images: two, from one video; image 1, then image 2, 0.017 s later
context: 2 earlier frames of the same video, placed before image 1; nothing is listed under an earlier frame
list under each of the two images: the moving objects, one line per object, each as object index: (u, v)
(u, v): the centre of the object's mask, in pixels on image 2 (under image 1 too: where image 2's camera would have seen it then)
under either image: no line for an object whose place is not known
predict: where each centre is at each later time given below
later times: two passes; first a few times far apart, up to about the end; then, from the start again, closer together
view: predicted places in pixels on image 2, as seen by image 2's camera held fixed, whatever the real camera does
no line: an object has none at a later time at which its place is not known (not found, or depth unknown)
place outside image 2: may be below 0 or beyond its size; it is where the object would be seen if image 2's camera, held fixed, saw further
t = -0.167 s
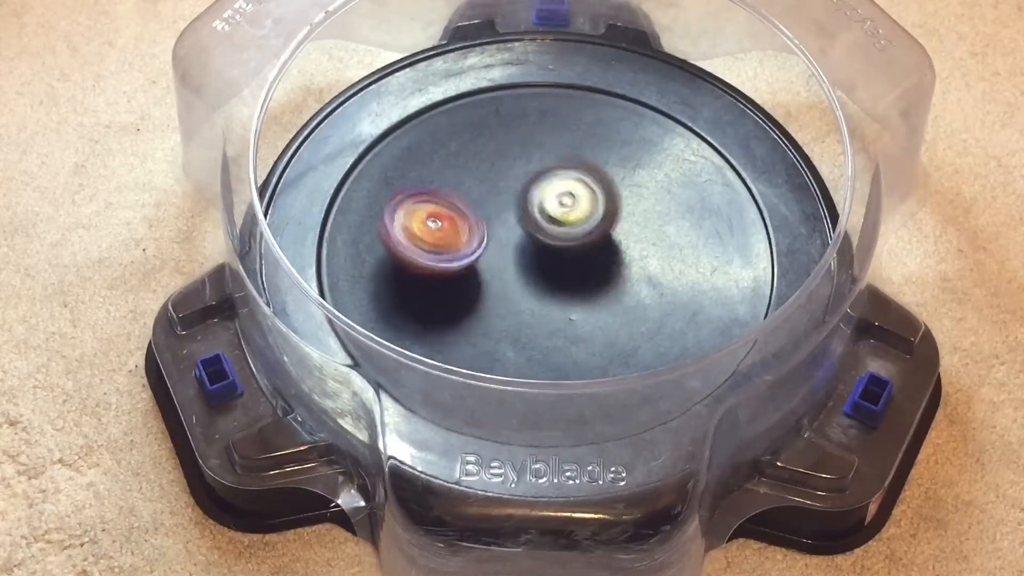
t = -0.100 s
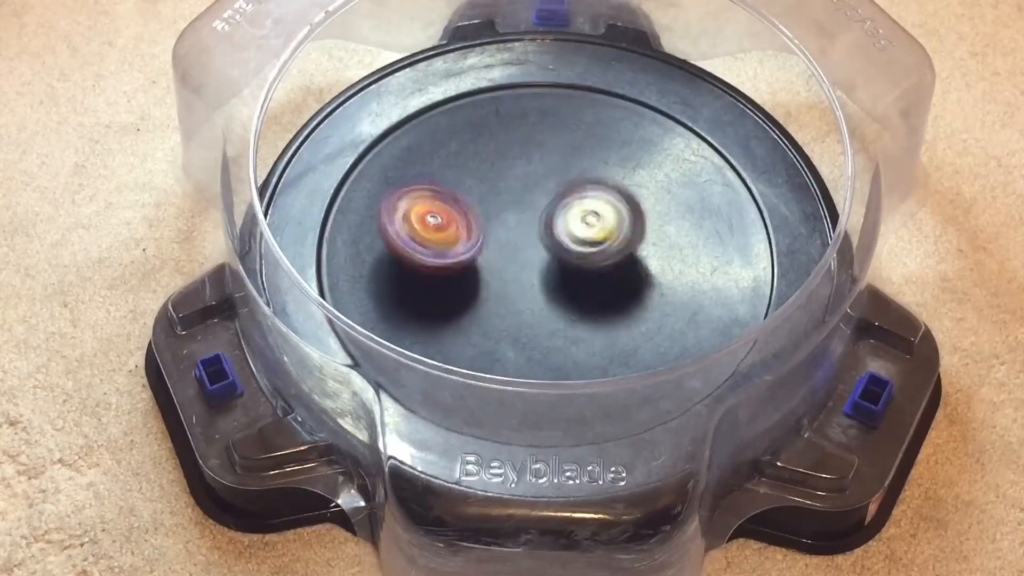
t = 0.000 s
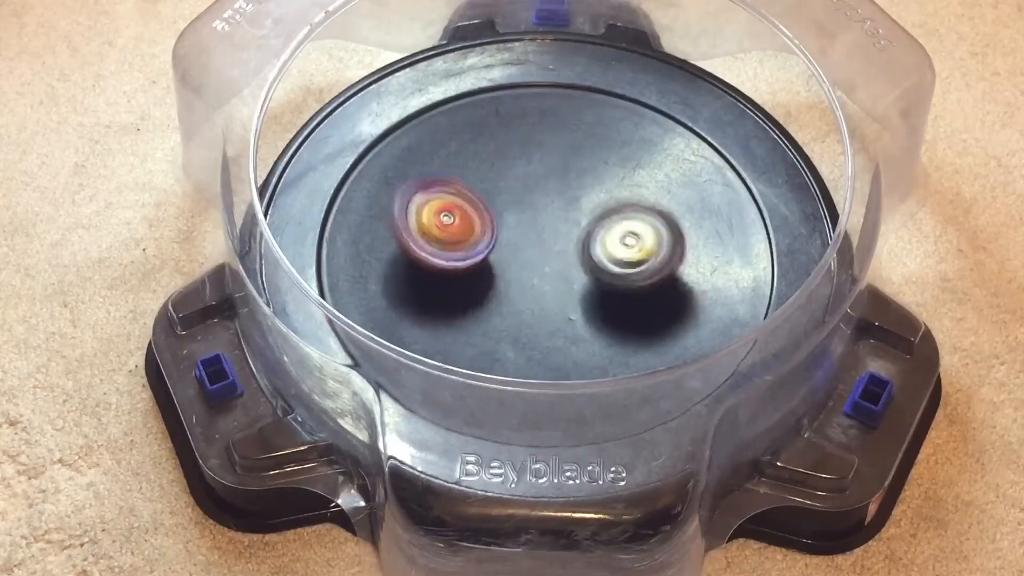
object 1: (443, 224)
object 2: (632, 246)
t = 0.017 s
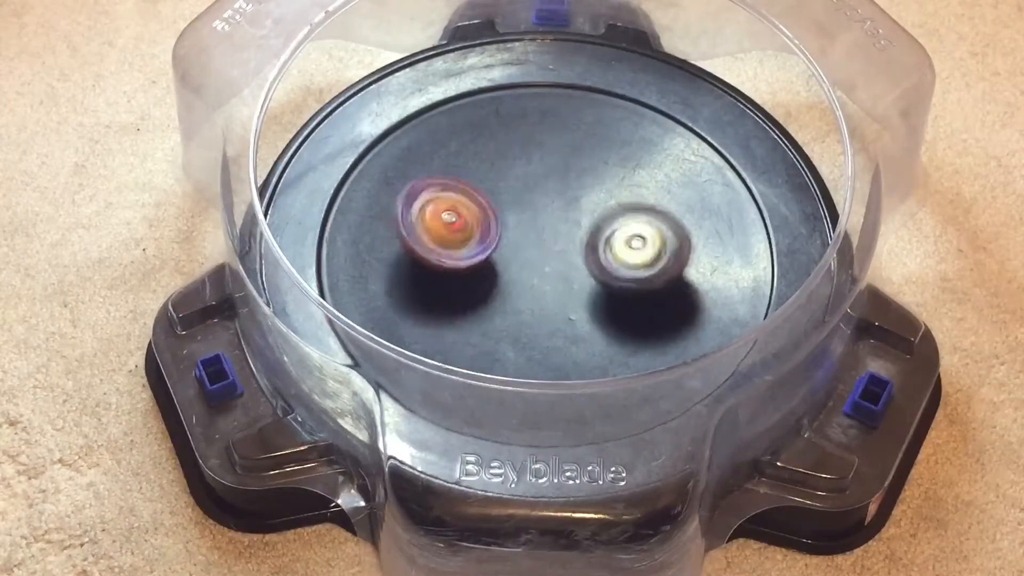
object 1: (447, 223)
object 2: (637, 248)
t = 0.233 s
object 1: (507, 206)
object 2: (678, 247)
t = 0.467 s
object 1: (515, 154)
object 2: (640, 290)
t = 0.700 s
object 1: (508, 170)
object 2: (602, 332)
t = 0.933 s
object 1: (534, 219)
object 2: (519, 315)
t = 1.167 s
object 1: (557, 212)
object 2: (467, 336)
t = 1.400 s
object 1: (558, 224)
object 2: (470, 291)
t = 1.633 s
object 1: (604, 199)
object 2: (449, 245)
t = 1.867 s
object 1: (613, 216)
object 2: (468, 192)
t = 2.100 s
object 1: (625, 246)
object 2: (478, 174)
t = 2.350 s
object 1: (588, 287)
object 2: (536, 181)
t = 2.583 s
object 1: (530, 305)
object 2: (584, 197)
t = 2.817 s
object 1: (490, 269)
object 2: (606, 233)
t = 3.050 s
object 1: (488, 214)
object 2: (606, 279)
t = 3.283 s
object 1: (536, 190)
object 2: (577, 294)
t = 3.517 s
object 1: (595, 191)
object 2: (512, 288)
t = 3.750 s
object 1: (619, 214)
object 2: (504, 257)
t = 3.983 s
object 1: (642, 242)
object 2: (443, 240)
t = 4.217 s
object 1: (612, 269)
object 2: (502, 243)
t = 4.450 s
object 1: (618, 300)
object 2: (527, 241)
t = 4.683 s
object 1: (611, 285)
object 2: (538, 220)
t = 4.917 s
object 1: (621, 275)
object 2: (549, 213)
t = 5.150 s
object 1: (616, 280)
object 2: (551, 218)
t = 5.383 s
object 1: (614, 281)
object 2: (550, 218)
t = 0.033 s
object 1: (452, 223)
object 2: (645, 249)
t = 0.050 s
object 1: (454, 222)
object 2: (651, 252)
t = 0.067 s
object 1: (457, 219)
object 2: (656, 252)
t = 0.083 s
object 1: (461, 219)
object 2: (663, 253)
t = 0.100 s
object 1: (466, 217)
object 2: (669, 254)
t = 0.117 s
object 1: (471, 216)
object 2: (672, 253)
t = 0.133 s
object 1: (474, 214)
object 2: (676, 253)
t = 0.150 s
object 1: (478, 212)
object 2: (680, 252)
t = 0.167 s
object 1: (485, 210)
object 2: (680, 252)
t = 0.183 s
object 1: (491, 209)
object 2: (681, 251)
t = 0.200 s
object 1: (497, 209)
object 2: (680, 250)
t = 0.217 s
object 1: (500, 207)
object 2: (679, 248)
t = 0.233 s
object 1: (507, 206)
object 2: (678, 247)
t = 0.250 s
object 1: (515, 205)
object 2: (673, 247)
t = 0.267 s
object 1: (521, 205)
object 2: (671, 247)
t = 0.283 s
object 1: (527, 203)
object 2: (667, 245)
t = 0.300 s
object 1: (532, 203)
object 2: (661, 245)
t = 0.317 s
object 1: (540, 202)
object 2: (656, 245)
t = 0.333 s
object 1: (547, 202)
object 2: (648, 245)
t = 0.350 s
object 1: (549, 199)
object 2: (645, 249)
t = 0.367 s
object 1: (545, 189)
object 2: (645, 256)
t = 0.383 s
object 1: (541, 182)
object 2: (644, 263)
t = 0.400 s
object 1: (534, 174)
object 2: (644, 269)
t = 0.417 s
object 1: (529, 168)
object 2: (643, 275)
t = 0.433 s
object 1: (523, 164)
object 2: (640, 280)
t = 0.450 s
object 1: (520, 157)
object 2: (641, 284)
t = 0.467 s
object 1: (515, 154)
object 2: (640, 290)
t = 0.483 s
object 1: (511, 151)
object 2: (638, 296)
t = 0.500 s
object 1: (509, 150)
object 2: (636, 300)
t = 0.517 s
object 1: (507, 149)
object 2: (634, 306)
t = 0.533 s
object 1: (505, 148)
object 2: (633, 309)
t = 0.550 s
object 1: (505, 148)
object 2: (629, 314)
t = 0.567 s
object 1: (504, 151)
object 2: (629, 318)
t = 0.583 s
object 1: (505, 151)
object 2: (626, 321)
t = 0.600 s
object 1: (506, 153)
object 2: (624, 325)
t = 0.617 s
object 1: (504, 155)
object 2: (620, 326)
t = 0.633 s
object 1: (505, 157)
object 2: (617, 330)
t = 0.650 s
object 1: (507, 160)
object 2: (614, 331)
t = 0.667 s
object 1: (507, 162)
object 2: (608, 331)
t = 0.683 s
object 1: (506, 164)
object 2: (607, 332)
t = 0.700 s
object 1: (508, 170)
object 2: (602, 332)
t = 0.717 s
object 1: (510, 172)
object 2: (600, 332)
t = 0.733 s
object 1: (511, 175)
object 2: (594, 330)
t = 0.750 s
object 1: (511, 180)
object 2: (590, 330)
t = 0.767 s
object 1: (512, 183)
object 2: (584, 329)
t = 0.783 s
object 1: (515, 186)
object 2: (578, 329)
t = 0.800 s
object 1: (515, 190)
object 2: (574, 325)
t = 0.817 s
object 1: (516, 194)
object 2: (567, 324)
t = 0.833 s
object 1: (520, 198)
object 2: (562, 323)
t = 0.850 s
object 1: (522, 202)
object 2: (555, 320)
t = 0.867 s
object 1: (522, 206)
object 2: (551, 319)
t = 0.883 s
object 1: (525, 212)
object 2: (543, 315)
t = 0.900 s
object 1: (528, 217)
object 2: (538, 313)
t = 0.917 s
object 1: (531, 218)
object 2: (530, 312)
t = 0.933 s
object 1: (534, 219)
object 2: (519, 315)
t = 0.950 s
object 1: (537, 214)
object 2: (514, 321)
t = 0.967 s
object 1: (544, 210)
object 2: (507, 324)
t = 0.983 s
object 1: (544, 208)
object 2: (502, 327)
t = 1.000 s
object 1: (547, 206)
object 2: (495, 330)
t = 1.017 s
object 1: (552, 204)
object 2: (493, 333)
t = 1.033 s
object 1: (553, 205)
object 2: (488, 333)
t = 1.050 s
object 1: (553, 204)
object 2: (486, 335)
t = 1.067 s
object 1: (557, 205)
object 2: (479, 335)
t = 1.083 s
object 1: (557, 207)
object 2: (479, 337)
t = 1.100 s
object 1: (556, 207)
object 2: (474, 336)
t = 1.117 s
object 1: (558, 208)
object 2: (473, 336)
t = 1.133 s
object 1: (558, 209)
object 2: (469, 337)
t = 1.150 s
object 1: (556, 210)
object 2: (470, 336)
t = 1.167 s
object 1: (557, 212)
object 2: (467, 336)
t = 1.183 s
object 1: (557, 213)
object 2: (467, 336)
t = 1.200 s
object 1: (556, 213)
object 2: (466, 335)
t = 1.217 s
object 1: (555, 215)
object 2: (468, 334)
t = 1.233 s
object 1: (555, 216)
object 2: (467, 331)
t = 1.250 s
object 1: (555, 216)
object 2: (468, 330)
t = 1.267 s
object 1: (553, 218)
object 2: (468, 328)
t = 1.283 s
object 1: (553, 219)
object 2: (470, 326)
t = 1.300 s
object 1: (553, 219)
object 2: (470, 318)
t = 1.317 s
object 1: (551, 221)
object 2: (472, 315)
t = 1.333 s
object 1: (551, 223)
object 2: (473, 309)
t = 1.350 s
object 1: (551, 224)
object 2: (474, 304)
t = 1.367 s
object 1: (549, 225)
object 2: (475, 297)
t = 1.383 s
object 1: (548, 227)
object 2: (476, 294)
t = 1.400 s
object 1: (558, 224)
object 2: (470, 291)
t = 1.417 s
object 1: (562, 218)
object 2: (464, 292)
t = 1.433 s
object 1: (571, 214)
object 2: (458, 288)
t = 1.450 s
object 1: (581, 208)
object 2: (456, 287)
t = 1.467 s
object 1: (583, 206)
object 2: (451, 284)
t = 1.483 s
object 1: (591, 203)
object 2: (449, 280)
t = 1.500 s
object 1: (596, 201)
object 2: (448, 275)
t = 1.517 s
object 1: (598, 200)
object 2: (448, 273)
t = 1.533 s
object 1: (602, 197)
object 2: (445, 269)
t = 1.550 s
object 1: (605, 198)
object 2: (446, 265)
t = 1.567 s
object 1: (605, 198)
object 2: (445, 261)
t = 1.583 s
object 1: (605, 198)
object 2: (447, 259)
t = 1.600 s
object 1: (605, 198)
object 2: (446, 254)
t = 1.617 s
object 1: (605, 200)
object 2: (449, 250)
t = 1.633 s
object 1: (604, 199)
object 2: (449, 245)
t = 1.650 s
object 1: (602, 199)
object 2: (452, 243)
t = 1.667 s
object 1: (601, 202)
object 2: (452, 239)
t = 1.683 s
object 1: (600, 201)
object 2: (457, 235)
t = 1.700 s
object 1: (598, 201)
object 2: (458, 230)
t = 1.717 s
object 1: (597, 203)
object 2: (462, 227)
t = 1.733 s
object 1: (595, 202)
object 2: (464, 224)
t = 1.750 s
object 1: (594, 203)
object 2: (468, 218)
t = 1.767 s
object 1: (592, 205)
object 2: (471, 216)
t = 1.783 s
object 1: (590, 205)
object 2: (476, 211)
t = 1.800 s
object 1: (587, 207)
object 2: (477, 210)
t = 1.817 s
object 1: (591, 209)
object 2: (478, 206)
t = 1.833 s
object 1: (595, 211)
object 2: (474, 201)
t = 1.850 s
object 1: (605, 214)
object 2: (470, 196)
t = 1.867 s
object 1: (613, 216)
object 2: (468, 192)
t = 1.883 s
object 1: (617, 220)
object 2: (466, 187)
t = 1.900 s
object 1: (623, 223)
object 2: (465, 183)
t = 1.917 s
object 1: (624, 223)
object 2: (464, 181)
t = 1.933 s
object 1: (629, 229)
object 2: (464, 181)
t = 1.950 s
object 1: (630, 230)
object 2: (461, 178)
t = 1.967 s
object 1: (629, 232)
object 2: (462, 176)
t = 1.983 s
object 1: (631, 234)
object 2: (463, 174)
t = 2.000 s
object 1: (630, 237)
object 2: (463, 173)
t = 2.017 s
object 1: (628, 238)
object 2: (467, 173)
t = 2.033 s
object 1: (630, 238)
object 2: (467, 172)
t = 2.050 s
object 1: (628, 241)
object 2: (470, 173)
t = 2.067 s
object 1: (628, 242)
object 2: (471, 171)
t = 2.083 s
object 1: (626, 243)
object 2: (476, 172)
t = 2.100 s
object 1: (625, 246)
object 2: (478, 174)
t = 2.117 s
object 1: (624, 247)
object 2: (482, 174)
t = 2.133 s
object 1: (621, 250)
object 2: (487, 175)
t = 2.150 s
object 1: (621, 250)
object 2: (489, 177)
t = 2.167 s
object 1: (617, 254)
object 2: (494, 180)
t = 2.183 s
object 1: (614, 255)
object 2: (496, 180)
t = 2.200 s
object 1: (611, 257)
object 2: (505, 183)
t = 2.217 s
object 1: (607, 259)
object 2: (509, 186)
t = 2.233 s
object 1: (603, 260)
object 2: (514, 189)
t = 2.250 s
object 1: (597, 264)
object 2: (519, 191)
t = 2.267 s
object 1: (597, 268)
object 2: (521, 189)
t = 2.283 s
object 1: (594, 273)
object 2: (524, 188)
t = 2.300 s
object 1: (593, 278)
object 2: (525, 184)
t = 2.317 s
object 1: (591, 281)
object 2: (531, 183)
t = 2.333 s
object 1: (588, 286)
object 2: (533, 183)
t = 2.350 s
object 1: (588, 287)
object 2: (536, 181)
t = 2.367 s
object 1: (582, 292)
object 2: (543, 182)
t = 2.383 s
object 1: (582, 293)
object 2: (546, 182)
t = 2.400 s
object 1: (576, 297)
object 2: (548, 182)
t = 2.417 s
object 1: (574, 299)
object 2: (552, 182)
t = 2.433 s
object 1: (570, 301)
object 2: (554, 181)
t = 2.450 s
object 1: (565, 302)
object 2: (561, 183)
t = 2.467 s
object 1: (561, 304)
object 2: (563, 184)
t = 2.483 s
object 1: (556, 306)
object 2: (565, 185)
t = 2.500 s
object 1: (554, 306)
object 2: (569, 186)
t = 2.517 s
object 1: (546, 307)
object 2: (570, 187)
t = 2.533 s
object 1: (544, 306)
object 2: (575, 189)
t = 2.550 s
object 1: (537, 305)
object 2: (578, 192)
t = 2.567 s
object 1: (535, 306)
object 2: (581, 194)
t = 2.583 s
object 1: (530, 305)
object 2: (584, 197)
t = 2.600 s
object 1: (526, 304)
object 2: (585, 198)
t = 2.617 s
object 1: (522, 303)
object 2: (590, 200)
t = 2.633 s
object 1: (517, 301)
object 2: (592, 203)
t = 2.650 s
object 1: (515, 298)
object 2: (594, 206)
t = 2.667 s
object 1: (509, 296)
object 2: (597, 210)
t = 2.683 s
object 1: (508, 294)
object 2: (596, 212)
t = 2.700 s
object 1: (502, 291)
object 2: (600, 212)
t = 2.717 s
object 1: (502, 289)
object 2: (602, 215)
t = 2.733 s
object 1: (497, 285)
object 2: (602, 220)
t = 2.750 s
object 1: (496, 282)
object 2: (605, 224)
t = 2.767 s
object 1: (492, 278)
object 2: (604, 226)
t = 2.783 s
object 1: (492, 276)
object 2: (605, 228)
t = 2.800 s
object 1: (490, 270)
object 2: (607, 231)
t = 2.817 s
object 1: (490, 269)
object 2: (606, 233)
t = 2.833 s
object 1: (489, 264)
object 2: (607, 239)
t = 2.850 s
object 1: (488, 260)
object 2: (606, 243)
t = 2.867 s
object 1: (490, 257)
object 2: (606, 245)
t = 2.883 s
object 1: (488, 254)
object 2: (607, 247)
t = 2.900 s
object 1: (491, 249)
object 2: (605, 250)
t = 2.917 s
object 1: (488, 244)
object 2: (606, 254)
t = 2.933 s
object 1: (490, 236)
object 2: (608, 258)
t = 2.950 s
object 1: (485, 234)
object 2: (607, 261)
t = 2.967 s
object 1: (490, 229)
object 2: (608, 265)
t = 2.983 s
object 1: (487, 225)
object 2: (607, 267)
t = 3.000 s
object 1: (489, 226)
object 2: (607, 270)
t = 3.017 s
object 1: (487, 222)
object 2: (609, 273)
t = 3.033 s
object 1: (489, 219)
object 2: (606, 278)
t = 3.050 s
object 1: (488, 214)
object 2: (606, 279)
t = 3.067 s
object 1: (492, 210)
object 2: (607, 282)
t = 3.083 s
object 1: (493, 206)
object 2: (603, 285)
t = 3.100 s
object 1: (497, 204)
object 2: (602, 288)
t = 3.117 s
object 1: (500, 202)
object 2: (601, 291)
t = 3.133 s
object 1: (502, 200)
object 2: (599, 292)
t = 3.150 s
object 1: (504, 198)
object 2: (598, 291)
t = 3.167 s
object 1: (507, 196)
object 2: (597, 295)
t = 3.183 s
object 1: (512, 192)
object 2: (594, 293)
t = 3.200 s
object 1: (514, 191)
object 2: (592, 294)
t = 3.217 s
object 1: (520, 191)
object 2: (588, 295)
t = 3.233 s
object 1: (523, 190)
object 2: (585, 298)
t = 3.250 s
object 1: (529, 191)
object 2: (583, 296)
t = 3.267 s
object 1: (530, 190)
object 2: (579, 295)
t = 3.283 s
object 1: (536, 190)
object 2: (577, 294)
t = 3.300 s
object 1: (539, 189)
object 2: (574, 291)
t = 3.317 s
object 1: (545, 190)
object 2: (567, 289)
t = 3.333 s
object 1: (548, 191)
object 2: (562, 290)
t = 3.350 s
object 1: (553, 192)
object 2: (560, 289)
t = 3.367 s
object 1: (556, 194)
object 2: (556, 287)
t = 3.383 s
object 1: (562, 193)
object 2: (551, 290)
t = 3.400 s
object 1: (572, 189)
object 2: (546, 294)
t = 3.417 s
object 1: (578, 188)
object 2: (538, 292)
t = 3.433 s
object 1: (584, 189)
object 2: (534, 297)
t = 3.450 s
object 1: (587, 190)
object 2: (530, 295)
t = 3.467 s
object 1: (590, 193)
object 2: (523, 293)
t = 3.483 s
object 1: (591, 193)
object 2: (521, 291)
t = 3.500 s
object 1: (593, 192)
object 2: (518, 290)
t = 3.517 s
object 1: (595, 191)
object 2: (512, 288)
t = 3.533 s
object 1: (599, 191)
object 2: (510, 282)
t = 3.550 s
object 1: (601, 193)
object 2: (509, 281)
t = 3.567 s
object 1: (604, 193)
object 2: (507, 280)
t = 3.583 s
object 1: (605, 196)
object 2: (507, 276)
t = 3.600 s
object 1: (606, 196)
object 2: (508, 276)
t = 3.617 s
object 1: (609, 199)
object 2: (508, 277)
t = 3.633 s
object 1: (608, 201)
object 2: (508, 271)
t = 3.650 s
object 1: (610, 201)
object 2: (510, 272)
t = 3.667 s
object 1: (609, 206)
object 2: (512, 272)
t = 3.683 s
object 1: (611, 207)
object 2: (513, 269)
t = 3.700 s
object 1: (612, 210)
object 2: (515, 266)
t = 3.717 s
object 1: (609, 213)
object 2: (517, 264)
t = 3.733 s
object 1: (611, 214)
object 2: (515, 261)
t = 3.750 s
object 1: (619, 214)
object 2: (504, 257)
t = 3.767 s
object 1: (627, 212)
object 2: (491, 257)
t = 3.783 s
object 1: (640, 212)
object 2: (478, 257)
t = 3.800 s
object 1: (648, 217)
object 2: (465, 254)
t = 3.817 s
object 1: (651, 222)
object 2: (456, 251)
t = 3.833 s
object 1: (651, 225)
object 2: (449, 251)
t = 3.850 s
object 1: (651, 229)
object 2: (444, 250)
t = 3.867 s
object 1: (648, 235)
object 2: (436, 249)
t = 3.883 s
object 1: (644, 239)
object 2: (435, 247)
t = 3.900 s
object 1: (643, 237)
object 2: (433, 247)
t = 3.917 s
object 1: (645, 237)
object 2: (434, 247)
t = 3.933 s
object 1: (644, 241)
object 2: (434, 243)
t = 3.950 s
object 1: (642, 243)
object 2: (439, 241)
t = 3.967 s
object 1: (641, 243)
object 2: (441, 241)
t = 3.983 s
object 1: (642, 242)
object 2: (443, 240)
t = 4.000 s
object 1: (643, 243)
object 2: (443, 238)
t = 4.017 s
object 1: (639, 247)
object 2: (446, 235)
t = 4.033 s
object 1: (637, 248)
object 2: (449, 235)
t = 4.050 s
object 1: (636, 247)
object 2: (455, 235)
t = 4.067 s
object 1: (637, 248)
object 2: (457, 237)
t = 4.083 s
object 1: (636, 250)
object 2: (461, 237)
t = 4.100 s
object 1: (631, 253)
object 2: (466, 238)
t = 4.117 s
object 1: (627, 256)
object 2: (471, 240)
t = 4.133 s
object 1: (626, 257)
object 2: (474, 239)
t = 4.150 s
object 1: (624, 258)
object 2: (479, 238)
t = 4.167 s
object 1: (623, 259)
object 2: (486, 239)
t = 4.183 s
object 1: (621, 261)
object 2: (491, 240)
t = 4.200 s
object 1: (617, 265)
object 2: (496, 241)
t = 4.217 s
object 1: (612, 269)
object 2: (502, 243)
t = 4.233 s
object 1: (609, 272)
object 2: (509, 245)
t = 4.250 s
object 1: (609, 274)
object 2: (513, 246)
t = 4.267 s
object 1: (609, 278)
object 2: (516, 245)
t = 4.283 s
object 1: (609, 281)
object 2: (517, 242)
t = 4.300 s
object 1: (609, 283)
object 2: (522, 243)
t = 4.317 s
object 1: (609, 285)
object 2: (525, 244)
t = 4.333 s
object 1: (609, 288)
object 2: (527, 245)
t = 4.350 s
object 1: (611, 290)
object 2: (528, 244)
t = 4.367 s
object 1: (613, 293)
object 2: (532, 245)
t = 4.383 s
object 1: (615, 296)
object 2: (532, 244)
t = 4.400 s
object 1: (616, 297)
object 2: (532, 244)
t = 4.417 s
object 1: (617, 299)
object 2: (532, 244)
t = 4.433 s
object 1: (618, 300)
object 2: (530, 243)
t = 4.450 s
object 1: (618, 300)
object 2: (527, 241)
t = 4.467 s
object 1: (618, 300)
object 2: (530, 243)
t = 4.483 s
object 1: (618, 300)
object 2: (531, 243)
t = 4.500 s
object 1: (618, 300)
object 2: (532, 241)
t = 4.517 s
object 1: (617, 299)
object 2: (534, 241)
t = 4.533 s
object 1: (616, 298)
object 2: (535, 239)
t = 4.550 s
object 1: (615, 297)
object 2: (536, 237)
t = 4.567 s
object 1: (614, 294)
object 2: (538, 236)
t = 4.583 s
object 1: (612, 292)
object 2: (539, 235)
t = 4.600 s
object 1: (611, 289)
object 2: (540, 237)
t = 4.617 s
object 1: (611, 288)
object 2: (540, 237)
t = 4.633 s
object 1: (612, 288)
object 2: (539, 233)
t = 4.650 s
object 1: (611, 287)
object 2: (538, 230)
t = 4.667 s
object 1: (611, 287)
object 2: (538, 226)
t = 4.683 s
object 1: (611, 285)
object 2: (538, 220)
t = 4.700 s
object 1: (611, 283)
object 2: (539, 218)
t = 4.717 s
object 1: (612, 283)
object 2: (540, 216)
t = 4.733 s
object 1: (613, 282)
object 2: (540, 214)
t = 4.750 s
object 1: (613, 281)
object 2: (540, 213)
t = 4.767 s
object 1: (615, 280)
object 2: (541, 212)
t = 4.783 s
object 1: (616, 279)
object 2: (543, 211)
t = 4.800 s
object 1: (616, 279)
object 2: (543, 211)
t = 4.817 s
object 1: (617, 278)
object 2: (544, 211)
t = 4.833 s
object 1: (617, 278)
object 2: (545, 211)
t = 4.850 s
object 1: (617, 278)
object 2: (545, 211)
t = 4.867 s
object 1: (619, 276)
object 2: (546, 211)
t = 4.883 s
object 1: (620, 276)
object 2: (547, 211)
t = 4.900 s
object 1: (621, 275)
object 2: (547, 212)
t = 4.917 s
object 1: (621, 275)
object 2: (549, 213)
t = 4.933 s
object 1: (620, 276)
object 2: (550, 215)
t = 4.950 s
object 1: (619, 278)
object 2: (551, 217)
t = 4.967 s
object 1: (619, 277)
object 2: (553, 217)
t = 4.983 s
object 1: (618, 279)
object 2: (555, 219)
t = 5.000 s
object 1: (619, 278)
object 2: (556, 219)
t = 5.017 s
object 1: (618, 279)
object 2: (557, 218)
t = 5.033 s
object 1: (618, 279)
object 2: (557, 218)
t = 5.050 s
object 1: (618, 279)
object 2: (557, 218)
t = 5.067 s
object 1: (618, 279)
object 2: (556, 218)
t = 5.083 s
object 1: (618, 279)
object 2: (556, 219)
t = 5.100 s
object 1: (617, 279)
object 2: (555, 218)
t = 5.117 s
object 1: (617, 280)
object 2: (554, 219)
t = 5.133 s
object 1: (616, 280)
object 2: (553, 218)
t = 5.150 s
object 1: (616, 280)
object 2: (551, 218)
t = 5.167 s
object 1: (615, 280)
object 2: (551, 218)
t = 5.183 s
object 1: (615, 280)
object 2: (550, 218)
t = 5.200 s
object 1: (614, 281)
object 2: (550, 218)
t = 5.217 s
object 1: (614, 282)
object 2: (550, 218)
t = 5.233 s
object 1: (613, 282)
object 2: (551, 217)
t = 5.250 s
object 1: (613, 282)
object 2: (551, 218)
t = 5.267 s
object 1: (613, 281)
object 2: (551, 218)
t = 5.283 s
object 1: (614, 281)
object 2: (551, 217)
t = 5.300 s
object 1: (614, 281)
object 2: (550, 218)
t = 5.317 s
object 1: (614, 280)
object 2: (550, 218)
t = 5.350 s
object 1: (614, 280)
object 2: (550, 218)
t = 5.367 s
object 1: (614, 281)
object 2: (550, 218)
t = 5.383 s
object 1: (614, 281)
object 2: (550, 218)
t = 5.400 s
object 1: (613, 281)
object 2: (550, 218)
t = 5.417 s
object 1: (614, 281)
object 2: (550, 218)
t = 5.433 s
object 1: (614, 281)
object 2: (550, 217)
